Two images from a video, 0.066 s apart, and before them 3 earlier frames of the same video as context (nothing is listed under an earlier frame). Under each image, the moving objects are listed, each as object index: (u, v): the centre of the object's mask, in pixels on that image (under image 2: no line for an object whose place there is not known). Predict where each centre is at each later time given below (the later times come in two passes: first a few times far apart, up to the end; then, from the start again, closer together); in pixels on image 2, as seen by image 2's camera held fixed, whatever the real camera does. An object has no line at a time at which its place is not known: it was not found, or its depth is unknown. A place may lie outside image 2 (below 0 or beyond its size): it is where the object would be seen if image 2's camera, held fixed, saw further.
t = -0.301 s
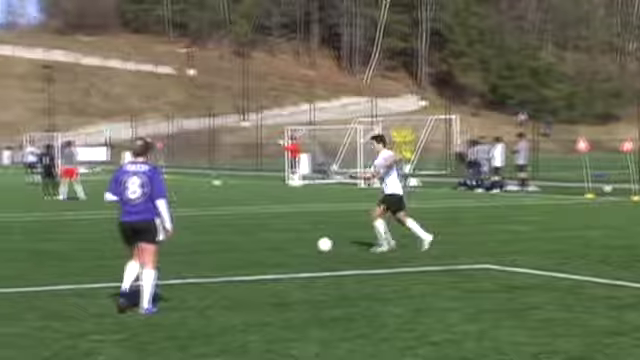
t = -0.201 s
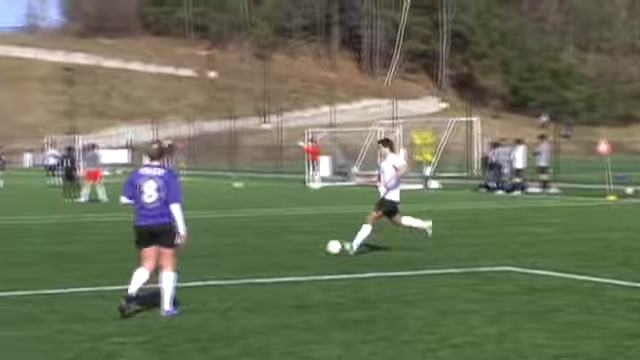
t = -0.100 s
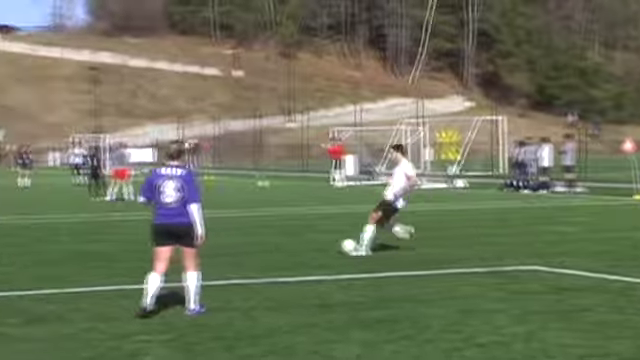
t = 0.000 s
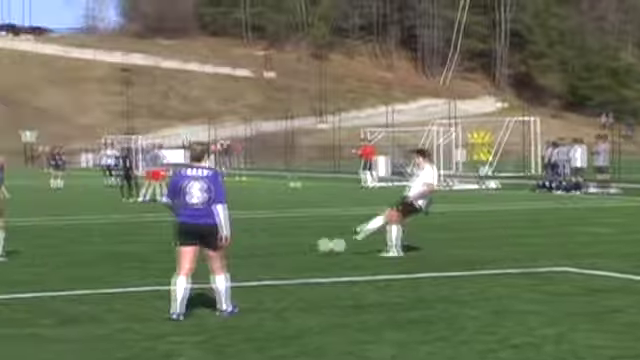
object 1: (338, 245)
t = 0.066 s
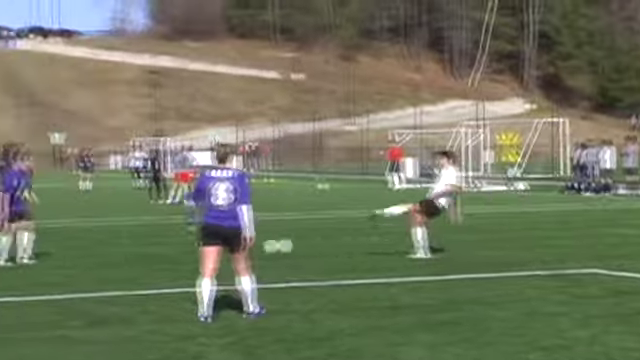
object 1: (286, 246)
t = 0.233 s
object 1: (65, 265)
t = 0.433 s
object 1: (-174, 273)
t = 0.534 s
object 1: (-296, 285)
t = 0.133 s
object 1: (192, 250)
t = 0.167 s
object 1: (150, 254)
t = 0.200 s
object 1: (108, 259)
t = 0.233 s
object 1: (65, 265)
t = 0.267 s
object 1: (29, 267)
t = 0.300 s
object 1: (-11, 266)
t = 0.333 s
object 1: (-51, 266)
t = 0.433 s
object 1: (-174, 273)
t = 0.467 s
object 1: (-215, 278)
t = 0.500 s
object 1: (-258, 284)
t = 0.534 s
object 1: (-296, 285)
